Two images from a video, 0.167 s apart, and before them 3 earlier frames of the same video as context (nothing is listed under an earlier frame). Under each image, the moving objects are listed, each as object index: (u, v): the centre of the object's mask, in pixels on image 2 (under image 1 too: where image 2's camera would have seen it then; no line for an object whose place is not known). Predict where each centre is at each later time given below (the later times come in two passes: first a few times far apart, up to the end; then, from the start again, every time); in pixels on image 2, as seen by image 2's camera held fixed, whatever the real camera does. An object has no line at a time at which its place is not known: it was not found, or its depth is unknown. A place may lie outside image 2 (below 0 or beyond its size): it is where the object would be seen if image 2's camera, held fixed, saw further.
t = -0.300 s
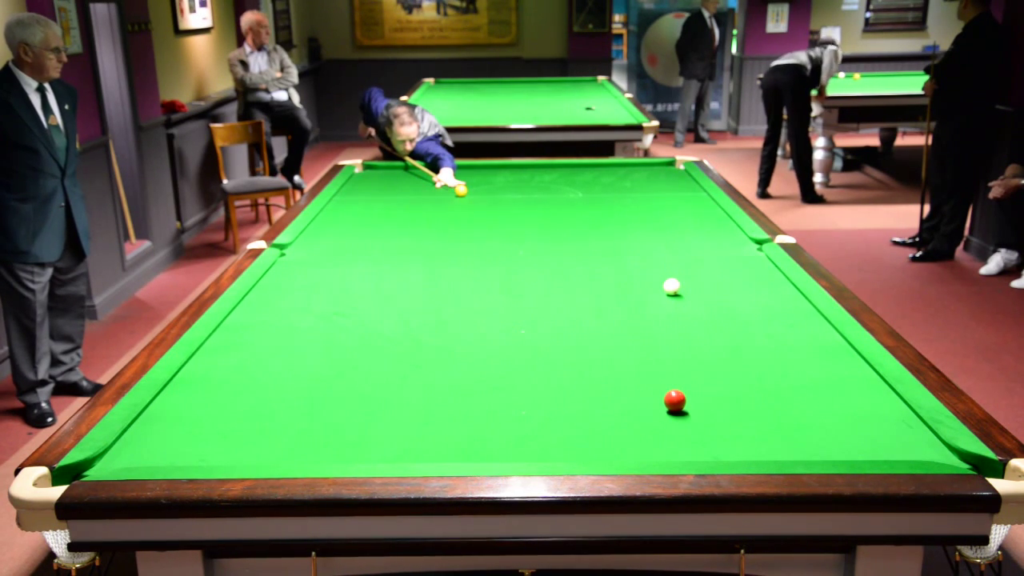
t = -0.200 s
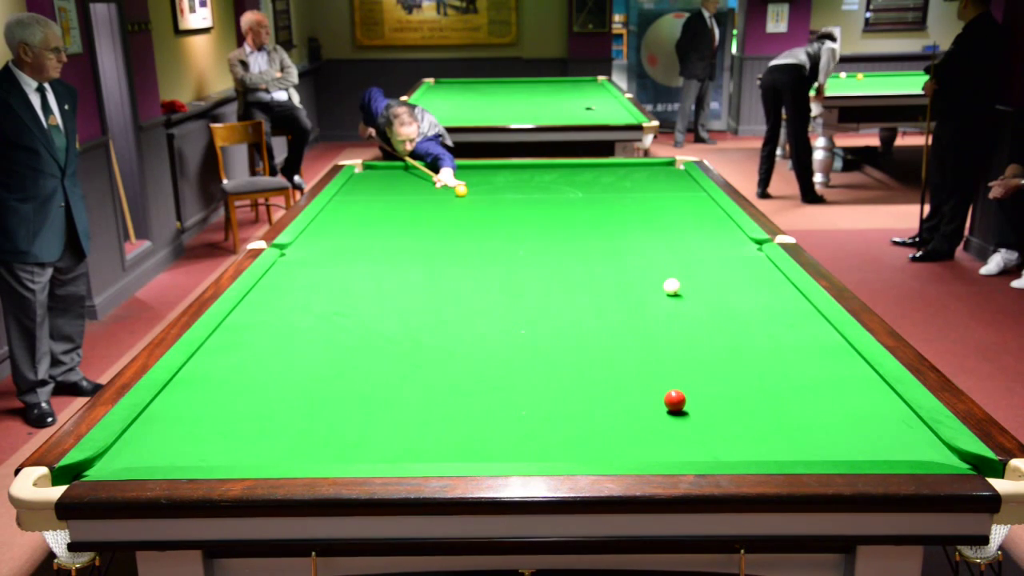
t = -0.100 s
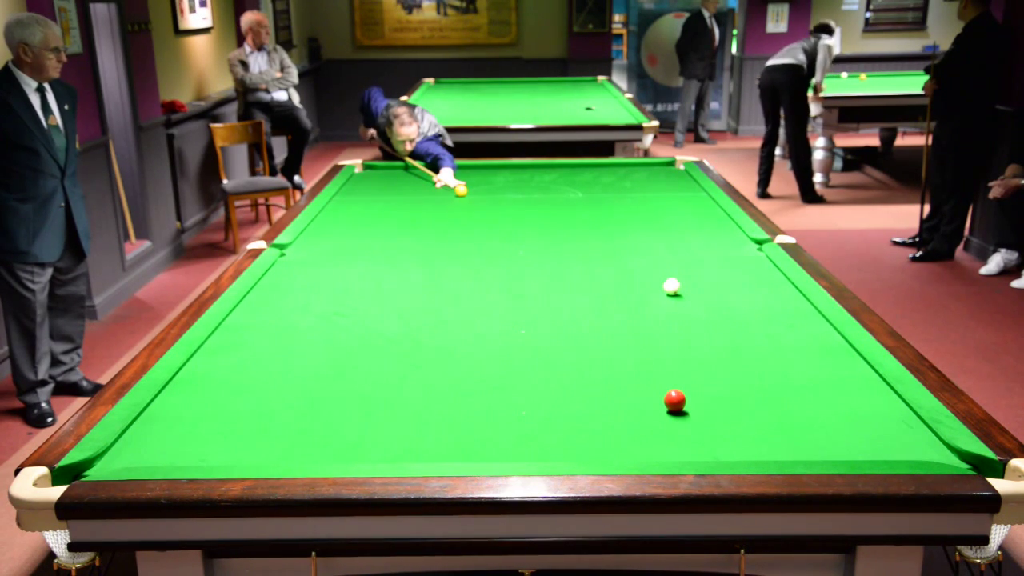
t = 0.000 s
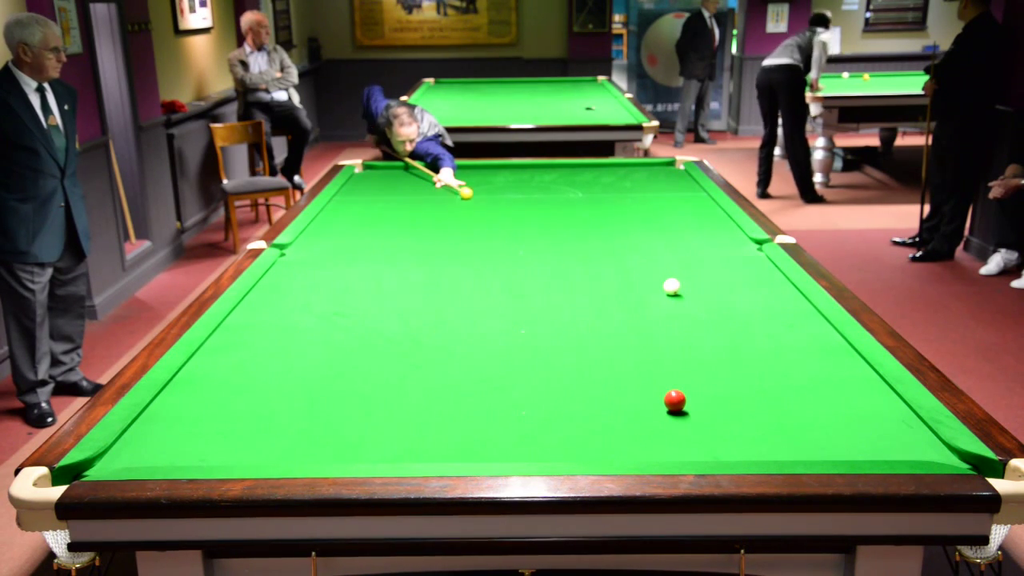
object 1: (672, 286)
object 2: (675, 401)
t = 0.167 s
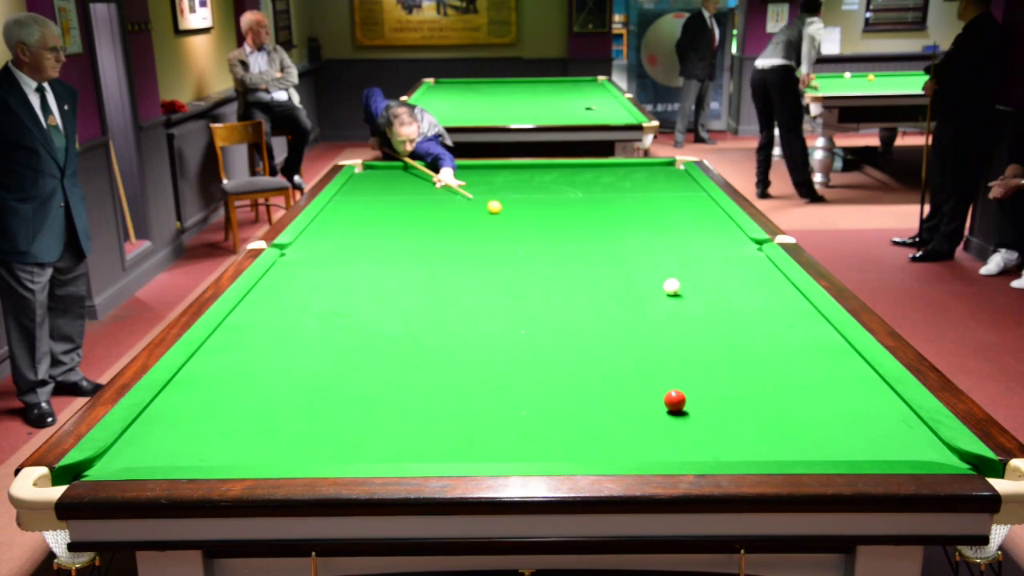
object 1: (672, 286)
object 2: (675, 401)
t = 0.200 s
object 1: (672, 286)
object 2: (675, 401)
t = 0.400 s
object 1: (672, 286)
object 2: (675, 401)
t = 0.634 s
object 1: (672, 286)
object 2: (675, 401)
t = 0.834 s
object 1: (671, 287)
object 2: (675, 401)
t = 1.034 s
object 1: (671, 286)
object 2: (675, 401)
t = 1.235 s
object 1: (718, 294)
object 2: (675, 401)
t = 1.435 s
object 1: (764, 302)
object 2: (675, 401)
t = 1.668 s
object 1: (805, 311)
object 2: (675, 401)
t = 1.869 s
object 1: (785, 318)
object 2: (675, 401)
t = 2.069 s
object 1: (765, 324)
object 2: (675, 401)
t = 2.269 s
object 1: (746, 331)
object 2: (675, 401)
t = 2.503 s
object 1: (723, 339)
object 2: (688, 404)
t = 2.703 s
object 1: (703, 346)
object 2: (700, 406)
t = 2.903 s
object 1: (683, 353)
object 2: (710, 409)
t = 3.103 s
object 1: (663, 359)
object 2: (719, 411)
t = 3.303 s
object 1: (644, 365)
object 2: (727, 413)
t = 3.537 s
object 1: (622, 373)
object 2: (735, 415)
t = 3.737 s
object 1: (603, 379)
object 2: (740, 416)
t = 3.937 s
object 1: (584, 385)
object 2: (743, 417)
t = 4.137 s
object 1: (568, 389)
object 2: (744, 418)
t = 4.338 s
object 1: (558, 388)
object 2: (745, 418)
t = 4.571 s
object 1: (548, 387)
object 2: (745, 418)
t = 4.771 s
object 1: (541, 385)
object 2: (745, 418)
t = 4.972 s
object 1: (536, 383)
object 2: (745, 418)
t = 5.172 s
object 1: (531, 382)
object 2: (745, 418)
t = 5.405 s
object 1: (527, 382)
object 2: (745, 418)
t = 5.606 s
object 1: (525, 382)
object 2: (745, 418)
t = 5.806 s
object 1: (524, 382)
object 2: (745, 418)
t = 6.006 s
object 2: (745, 418)
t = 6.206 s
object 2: (745, 418)
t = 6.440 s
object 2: (745, 418)
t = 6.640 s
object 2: (745, 418)
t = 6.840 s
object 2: (745, 418)
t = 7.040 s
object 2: (745, 418)
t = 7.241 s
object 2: (745, 418)
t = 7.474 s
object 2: (745, 418)
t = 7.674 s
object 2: (745, 418)
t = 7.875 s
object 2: (745, 418)
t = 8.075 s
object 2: (745, 418)
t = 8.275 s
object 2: (745, 418)
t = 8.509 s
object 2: (745, 418)
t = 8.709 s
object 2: (745, 418)
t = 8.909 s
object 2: (745, 418)
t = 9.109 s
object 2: (745, 418)
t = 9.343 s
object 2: (745, 418)
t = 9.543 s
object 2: (745, 418)
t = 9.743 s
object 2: (745, 418)
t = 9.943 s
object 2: (745, 418)
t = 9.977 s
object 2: (745, 418)
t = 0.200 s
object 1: (672, 286)
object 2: (675, 401)
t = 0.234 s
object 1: (672, 286)
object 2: (675, 401)
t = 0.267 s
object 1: (672, 286)
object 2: (675, 401)
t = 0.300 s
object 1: (672, 286)
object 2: (675, 401)
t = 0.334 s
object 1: (672, 286)
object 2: (675, 401)
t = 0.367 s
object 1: (672, 286)
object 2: (675, 401)
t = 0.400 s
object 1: (672, 286)
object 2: (675, 401)
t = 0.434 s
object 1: (672, 286)
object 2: (675, 401)
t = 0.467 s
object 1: (672, 286)
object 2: (675, 401)
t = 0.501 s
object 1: (672, 286)
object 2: (675, 401)
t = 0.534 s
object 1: (672, 286)
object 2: (675, 401)
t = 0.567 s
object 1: (672, 286)
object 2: (675, 401)
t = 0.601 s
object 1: (672, 286)
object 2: (675, 401)
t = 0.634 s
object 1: (672, 286)
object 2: (675, 401)
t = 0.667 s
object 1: (672, 286)
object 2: (675, 401)
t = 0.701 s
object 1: (672, 286)
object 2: (675, 401)
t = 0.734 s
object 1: (671, 286)
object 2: (675, 401)
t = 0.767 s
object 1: (671, 286)
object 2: (675, 401)
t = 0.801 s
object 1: (671, 286)
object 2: (675, 401)
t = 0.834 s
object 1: (671, 287)
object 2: (675, 401)
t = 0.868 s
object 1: (672, 286)
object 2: (675, 401)
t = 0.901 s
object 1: (672, 286)
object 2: (675, 401)
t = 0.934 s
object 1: (671, 286)
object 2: (675, 401)
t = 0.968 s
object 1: (671, 287)
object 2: (675, 401)
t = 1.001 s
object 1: (671, 287)
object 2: (675, 401)
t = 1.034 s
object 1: (671, 286)
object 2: (675, 401)
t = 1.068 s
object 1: (673, 286)
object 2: (675, 401)
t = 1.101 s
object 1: (683, 288)
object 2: (675, 401)
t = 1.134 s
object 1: (693, 290)
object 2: (675, 401)
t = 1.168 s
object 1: (701, 291)
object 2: (675, 401)
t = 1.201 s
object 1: (710, 293)
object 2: (675, 401)
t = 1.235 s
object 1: (718, 294)
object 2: (675, 401)
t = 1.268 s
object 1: (726, 295)
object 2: (675, 401)
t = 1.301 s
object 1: (733, 297)
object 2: (675, 401)
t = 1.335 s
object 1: (741, 298)
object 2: (675, 401)
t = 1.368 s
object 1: (748, 299)
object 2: (675, 401)
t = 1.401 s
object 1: (756, 301)
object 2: (675, 401)
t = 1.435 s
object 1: (764, 302)
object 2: (675, 401)
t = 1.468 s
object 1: (772, 303)
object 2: (675, 401)
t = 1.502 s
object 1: (780, 304)
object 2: (675, 401)
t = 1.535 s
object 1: (787, 306)
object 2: (675, 401)
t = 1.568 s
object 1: (795, 307)
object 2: (675, 401)
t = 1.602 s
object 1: (804, 308)
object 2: (675, 401)
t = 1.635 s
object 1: (809, 310)
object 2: (675, 401)
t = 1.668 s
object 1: (805, 311)
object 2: (675, 401)
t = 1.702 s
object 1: (801, 312)
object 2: (675, 401)
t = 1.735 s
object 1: (797, 313)
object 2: (675, 401)
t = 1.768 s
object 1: (795, 314)
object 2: (675, 401)
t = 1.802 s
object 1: (791, 315)
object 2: (675, 401)
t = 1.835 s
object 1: (788, 317)
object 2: (675, 401)
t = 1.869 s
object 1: (785, 318)
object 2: (675, 401)
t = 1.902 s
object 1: (782, 319)
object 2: (675, 401)
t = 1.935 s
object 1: (778, 320)
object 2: (675, 401)
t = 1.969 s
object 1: (775, 321)
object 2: (675, 401)
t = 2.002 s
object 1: (772, 322)
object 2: (675, 401)
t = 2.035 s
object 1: (768, 323)
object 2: (675, 401)
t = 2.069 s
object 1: (765, 324)
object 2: (675, 401)
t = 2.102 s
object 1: (762, 326)
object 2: (675, 401)
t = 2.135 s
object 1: (759, 327)
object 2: (675, 401)
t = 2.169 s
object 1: (756, 328)
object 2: (675, 401)
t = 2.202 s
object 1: (752, 329)
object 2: (675, 401)
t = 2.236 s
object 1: (749, 330)
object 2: (675, 401)
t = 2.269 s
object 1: (746, 331)
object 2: (675, 401)
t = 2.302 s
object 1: (743, 332)
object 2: (675, 401)
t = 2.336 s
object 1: (739, 334)
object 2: (677, 401)
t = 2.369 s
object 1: (736, 335)
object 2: (680, 402)
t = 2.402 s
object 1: (732, 336)
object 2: (682, 402)
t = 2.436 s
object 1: (730, 337)
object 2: (684, 403)
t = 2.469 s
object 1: (726, 338)
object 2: (686, 403)
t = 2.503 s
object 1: (723, 339)
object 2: (688, 404)
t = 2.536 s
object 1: (719, 340)
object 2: (690, 404)
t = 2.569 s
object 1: (716, 341)
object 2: (692, 405)
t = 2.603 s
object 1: (713, 342)
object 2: (694, 405)
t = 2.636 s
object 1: (710, 343)
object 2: (696, 406)
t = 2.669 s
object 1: (706, 345)
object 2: (698, 406)
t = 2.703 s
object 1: (703, 346)
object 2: (700, 406)
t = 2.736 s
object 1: (700, 347)
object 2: (702, 407)
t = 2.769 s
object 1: (696, 348)
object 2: (703, 407)
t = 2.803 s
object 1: (693, 349)
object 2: (705, 408)
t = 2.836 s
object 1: (690, 350)
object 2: (707, 408)
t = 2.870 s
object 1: (686, 352)
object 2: (708, 409)
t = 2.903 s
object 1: (683, 353)
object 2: (710, 409)
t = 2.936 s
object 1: (680, 353)
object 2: (712, 410)
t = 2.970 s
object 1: (676, 355)
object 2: (713, 410)
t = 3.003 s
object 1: (673, 356)
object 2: (715, 410)
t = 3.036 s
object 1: (670, 357)
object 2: (717, 411)
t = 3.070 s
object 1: (666, 358)
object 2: (718, 411)
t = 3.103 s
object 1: (663, 359)
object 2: (719, 411)
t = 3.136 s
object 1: (660, 360)
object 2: (721, 412)
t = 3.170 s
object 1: (657, 361)
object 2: (722, 412)
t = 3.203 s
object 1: (654, 362)
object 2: (723, 413)
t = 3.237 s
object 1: (650, 363)
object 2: (725, 413)
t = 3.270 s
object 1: (647, 364)
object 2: (726, 413)
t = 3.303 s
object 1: (644, 365)
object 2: (727, 413)
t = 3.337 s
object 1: (641, 366)
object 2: (728, 414)
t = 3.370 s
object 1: (637, 368)
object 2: (730, 414)
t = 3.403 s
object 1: (634, 368)
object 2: (731, 414)
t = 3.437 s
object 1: (631, 369)
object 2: (732, 414)
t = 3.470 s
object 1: (628, 371)
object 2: (733, 414)
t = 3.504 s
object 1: (624, 372)
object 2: (734, 415)
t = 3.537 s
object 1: (622, 373)
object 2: (735, 415)
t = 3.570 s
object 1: (618, 373)
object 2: (736, 415)
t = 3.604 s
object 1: (615, 375)
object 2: (737, 416)
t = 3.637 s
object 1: (612, 376)
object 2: (738, 416)
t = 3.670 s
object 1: (609, 377)
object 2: (738, 416)
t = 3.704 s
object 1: (606, 378)
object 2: (739, 416)
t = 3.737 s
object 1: (603, 379)
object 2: (740, 416)
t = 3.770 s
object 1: (600, 380)
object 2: (740, 417)
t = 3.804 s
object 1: (596, 381)
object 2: (741, 417)
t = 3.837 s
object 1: (593, 382)
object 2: (741, 417)
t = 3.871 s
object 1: (590, 383)
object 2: (742, 417)
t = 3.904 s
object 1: (588, 383)
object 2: (742, 417)
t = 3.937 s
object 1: (584, 385)
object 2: (743, 417)
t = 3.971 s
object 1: (581, 386)
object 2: (743, 418)
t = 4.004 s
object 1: (578, 387)
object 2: (743, 418)
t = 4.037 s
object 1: (576, 387)
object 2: (744, 418)
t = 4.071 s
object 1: (573, 388)
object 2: (744, 418)
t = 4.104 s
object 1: (571, 388)
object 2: (744, 418)
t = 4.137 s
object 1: (568, 389)
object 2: (744, 418)
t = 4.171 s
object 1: (566, 389)
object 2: (745, 418)
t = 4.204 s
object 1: (564, 388)
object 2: (745, 418)
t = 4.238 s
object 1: (563, 388)
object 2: (745, 418)
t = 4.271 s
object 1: (561, 388)
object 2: (745, 418)
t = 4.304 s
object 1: (559, 388)
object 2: (745, 418)
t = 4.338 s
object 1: (558, 388)
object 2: (745, 418)
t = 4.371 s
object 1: (556, 388)
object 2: (745, 418)
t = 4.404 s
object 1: (554, 388)
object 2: (745, 418)
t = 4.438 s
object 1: (553, 387)
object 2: (745, 418)
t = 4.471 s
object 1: (551, 387)
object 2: (745, 418)
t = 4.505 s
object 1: (550, 387)
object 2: (745, 418)
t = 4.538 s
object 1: (549, 387)
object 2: (745, 418)
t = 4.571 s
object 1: (548, 387)
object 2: (745, 418)
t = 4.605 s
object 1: (547, 386)
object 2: (745, 418)
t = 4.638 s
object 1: (545, 386)
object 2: (745, 418)
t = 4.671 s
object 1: (545, 385)
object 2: (745, 418)
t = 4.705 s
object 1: (543, 385)
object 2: (745, 418)
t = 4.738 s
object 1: (542, 385)
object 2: (745, 418)
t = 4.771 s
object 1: (541, 385)
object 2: (745, 418)
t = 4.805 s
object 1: (540, 385)
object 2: (745, 418)
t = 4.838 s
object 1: (539, 384)
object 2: (745, 418)
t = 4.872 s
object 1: (538, 384)
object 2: (745, 418)
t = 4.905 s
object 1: (537, 384)
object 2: (745, 418)
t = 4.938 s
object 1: (536, 383)
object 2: (745, 418)
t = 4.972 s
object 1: (536, 383)
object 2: (745, 418)
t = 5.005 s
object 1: (535, 383)
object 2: (745, 418)
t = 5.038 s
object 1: (534, 383)
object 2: (745, 418)
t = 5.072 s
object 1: (533, 383)
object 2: (745, 418)
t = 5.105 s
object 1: (532, 383)
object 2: (745, 418)
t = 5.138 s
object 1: (532, 382)
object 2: (745, 418)
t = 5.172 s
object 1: (531, 382)
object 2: (745, 418)
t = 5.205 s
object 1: (530, 382)
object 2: (745, 418)
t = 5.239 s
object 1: (530, 382)
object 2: (745, 418)
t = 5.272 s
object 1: (529, 382)
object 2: (745, 418)
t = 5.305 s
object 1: (528, 382)
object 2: (745, 418)
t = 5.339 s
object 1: (528, 382)
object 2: (745, 418)
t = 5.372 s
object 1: (527, 382)
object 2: (745, 418)
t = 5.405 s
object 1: (527, 382)
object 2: (745, 418)
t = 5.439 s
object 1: (527, 382)
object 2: (745, 418)
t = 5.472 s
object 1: (526, 382)
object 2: (745, 418)
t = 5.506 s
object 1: (526, 382)
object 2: (745, 418)
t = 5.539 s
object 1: (525, 382)
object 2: (745, 418)
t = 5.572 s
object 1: (525, 382)
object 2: (745, 418)
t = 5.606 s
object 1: (525, 382)
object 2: (745, 418)
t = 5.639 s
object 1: (524, 382)
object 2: (745, 418)
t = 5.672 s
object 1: (524, 382)
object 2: (745, 418)
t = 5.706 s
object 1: (524, 382)
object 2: (745, 418)
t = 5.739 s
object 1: (524, 382)
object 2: (745, 418)
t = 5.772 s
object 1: (524, 382)
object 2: (745, 418)
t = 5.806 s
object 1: (524, 382)
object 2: (745, 418)
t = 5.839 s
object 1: (523, 382)
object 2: (745, 418)
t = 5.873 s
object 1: (523, 382)
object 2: (745, 418)
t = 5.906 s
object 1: (523, 382)
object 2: (745, 418)
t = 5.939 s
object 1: (523, 382)
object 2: (745, 418)
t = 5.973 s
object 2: (745, 418)
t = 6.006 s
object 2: (745, 418)
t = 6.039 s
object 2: (745, 418)
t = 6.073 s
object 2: (745, 418)
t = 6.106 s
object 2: (745, 418)
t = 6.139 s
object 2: (745, 418)
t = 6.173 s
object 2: (745, 418)
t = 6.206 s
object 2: (745, 418)
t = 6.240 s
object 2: (745, 418)
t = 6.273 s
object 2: (745, 418)
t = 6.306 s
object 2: (745, 418)
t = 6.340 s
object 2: (745, 418)
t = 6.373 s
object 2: (745, 418)
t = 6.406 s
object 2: (745, 418)
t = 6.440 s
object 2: (745, 418)
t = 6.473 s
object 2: (745, 418)
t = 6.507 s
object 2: (745, 418)
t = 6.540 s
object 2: (745, 418)
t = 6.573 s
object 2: (745, 418)
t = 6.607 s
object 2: (745, 418)
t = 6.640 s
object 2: (745, 418)
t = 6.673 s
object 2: (745, 418)
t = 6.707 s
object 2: (745, 418)
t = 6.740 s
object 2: (745, 418)
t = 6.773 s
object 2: (745, 418)
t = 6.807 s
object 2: (745, 418)
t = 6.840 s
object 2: (745, 418)
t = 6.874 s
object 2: (745, 418)
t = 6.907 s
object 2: (745, 418)
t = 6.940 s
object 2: (745, 418)
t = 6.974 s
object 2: (745, 418)
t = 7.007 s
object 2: (745, 418)
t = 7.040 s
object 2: (745, 418)
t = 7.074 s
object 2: (745, 418)
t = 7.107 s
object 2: (745, 418)
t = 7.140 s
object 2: (745, 418)
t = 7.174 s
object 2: (745, 418)
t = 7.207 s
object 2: (745, 418)
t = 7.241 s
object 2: (745, 418)
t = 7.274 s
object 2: (745, 418)
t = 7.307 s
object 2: (745, 418)
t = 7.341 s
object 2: (745, 418)
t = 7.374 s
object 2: (745, 418)
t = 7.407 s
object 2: (745, 418)
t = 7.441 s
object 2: (745, 418)
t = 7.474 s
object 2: (745, 418)
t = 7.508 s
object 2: (745, 418)
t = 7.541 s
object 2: (745, 418)
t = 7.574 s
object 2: (745, 418)
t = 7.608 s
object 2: (745, 418)
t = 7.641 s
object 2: (745, 418)
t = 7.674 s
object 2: (745, 418)
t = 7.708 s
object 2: (745, 418)
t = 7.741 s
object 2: (745, 418)
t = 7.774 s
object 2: (745, 418)
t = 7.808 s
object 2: (745, 418)
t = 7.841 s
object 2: (745, 418)
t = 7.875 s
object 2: (745, 418)
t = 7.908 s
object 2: (745, 418)
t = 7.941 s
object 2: (745, 418)
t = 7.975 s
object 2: (745, 418)
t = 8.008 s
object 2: (745, 418)
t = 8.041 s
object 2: (745, 418)
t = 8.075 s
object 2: (745, 418)
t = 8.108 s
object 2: (745, 418)
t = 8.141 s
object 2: (745, 418)
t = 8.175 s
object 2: (745, 418)
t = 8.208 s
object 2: (745, 418)
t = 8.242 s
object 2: (745, 418)
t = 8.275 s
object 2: (745, 418)
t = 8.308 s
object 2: (745, 418)
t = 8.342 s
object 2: (745, 418)
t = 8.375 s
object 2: (745, 418)
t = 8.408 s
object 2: (745, 418)
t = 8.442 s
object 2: (745, 418)
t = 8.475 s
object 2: (745, 418)
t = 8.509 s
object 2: (745, 418)
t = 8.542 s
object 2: (745, 418)
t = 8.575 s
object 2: (745, 418)
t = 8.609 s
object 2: (745, 418)
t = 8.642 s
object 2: (745, 418)
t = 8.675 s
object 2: (745, 418)
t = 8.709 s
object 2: (745, 418)
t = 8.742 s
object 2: (745, 418)
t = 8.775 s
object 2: (745, 418)
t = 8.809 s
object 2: (745, 418)
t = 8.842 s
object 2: (745, 418)
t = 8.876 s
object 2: (745, 418)
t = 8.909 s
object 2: (745, 418)
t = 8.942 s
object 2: (745, 418)
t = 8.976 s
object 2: (745, 418)
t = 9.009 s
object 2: (745, 418)
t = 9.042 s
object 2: (745, 418)
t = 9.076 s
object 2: (745, 418)
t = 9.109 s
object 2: (745, 418)
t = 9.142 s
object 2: (745, 418)
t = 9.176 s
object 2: (745, 418)
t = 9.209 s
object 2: (745, 418)
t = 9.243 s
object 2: (745, 418)
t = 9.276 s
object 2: (745, 418)
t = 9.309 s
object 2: (745, 418)
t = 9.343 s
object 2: (745, 418)
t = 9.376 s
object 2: (745, 418)
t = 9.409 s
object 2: (745, 418)
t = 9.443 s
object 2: (745, 418)
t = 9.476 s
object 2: (745, 418)
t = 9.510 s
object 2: (745, 418)
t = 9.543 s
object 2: (745, 418)
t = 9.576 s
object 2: (745, 418)
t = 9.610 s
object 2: (745, 418)
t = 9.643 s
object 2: (745, 418)
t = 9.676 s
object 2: (745, 418)
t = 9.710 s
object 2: (745, 418)
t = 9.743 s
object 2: (745, 418)
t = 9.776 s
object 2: (745, 418)
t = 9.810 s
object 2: (745, 418)
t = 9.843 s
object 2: (745, 418)
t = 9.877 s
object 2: (745, 418)
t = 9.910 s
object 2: (745, 418)
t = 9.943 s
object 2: (745, 418)
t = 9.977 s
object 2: (745, 418)
